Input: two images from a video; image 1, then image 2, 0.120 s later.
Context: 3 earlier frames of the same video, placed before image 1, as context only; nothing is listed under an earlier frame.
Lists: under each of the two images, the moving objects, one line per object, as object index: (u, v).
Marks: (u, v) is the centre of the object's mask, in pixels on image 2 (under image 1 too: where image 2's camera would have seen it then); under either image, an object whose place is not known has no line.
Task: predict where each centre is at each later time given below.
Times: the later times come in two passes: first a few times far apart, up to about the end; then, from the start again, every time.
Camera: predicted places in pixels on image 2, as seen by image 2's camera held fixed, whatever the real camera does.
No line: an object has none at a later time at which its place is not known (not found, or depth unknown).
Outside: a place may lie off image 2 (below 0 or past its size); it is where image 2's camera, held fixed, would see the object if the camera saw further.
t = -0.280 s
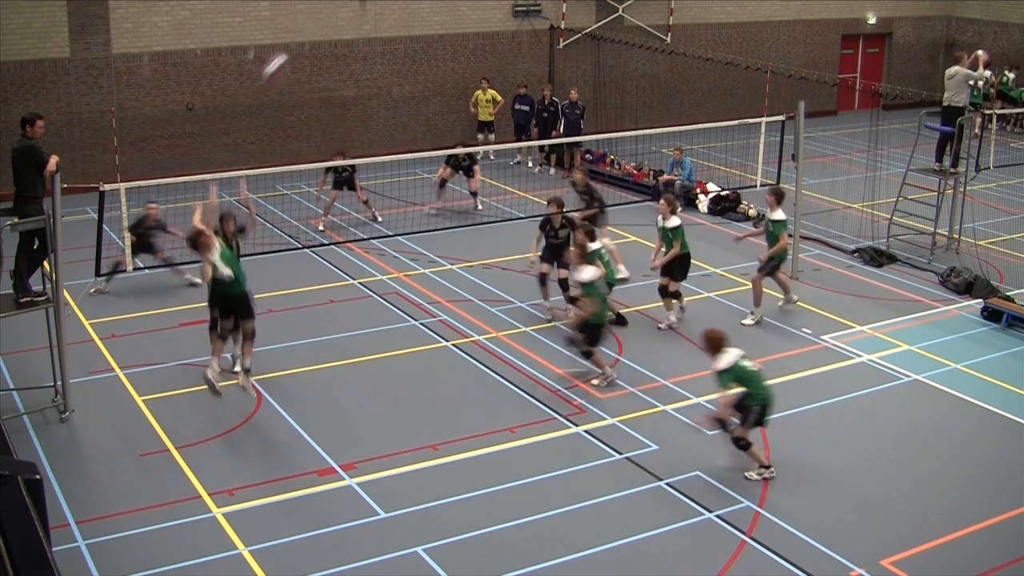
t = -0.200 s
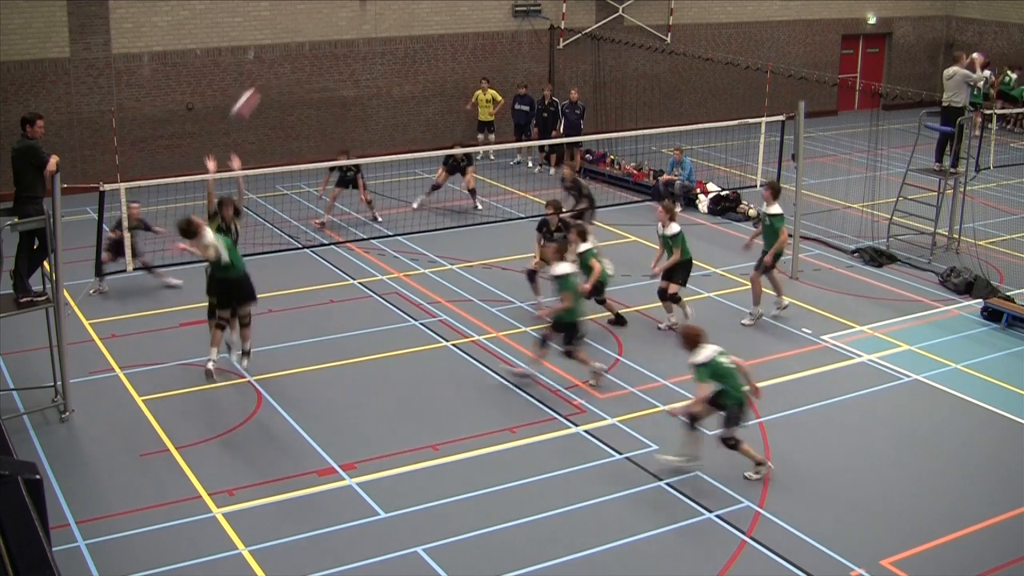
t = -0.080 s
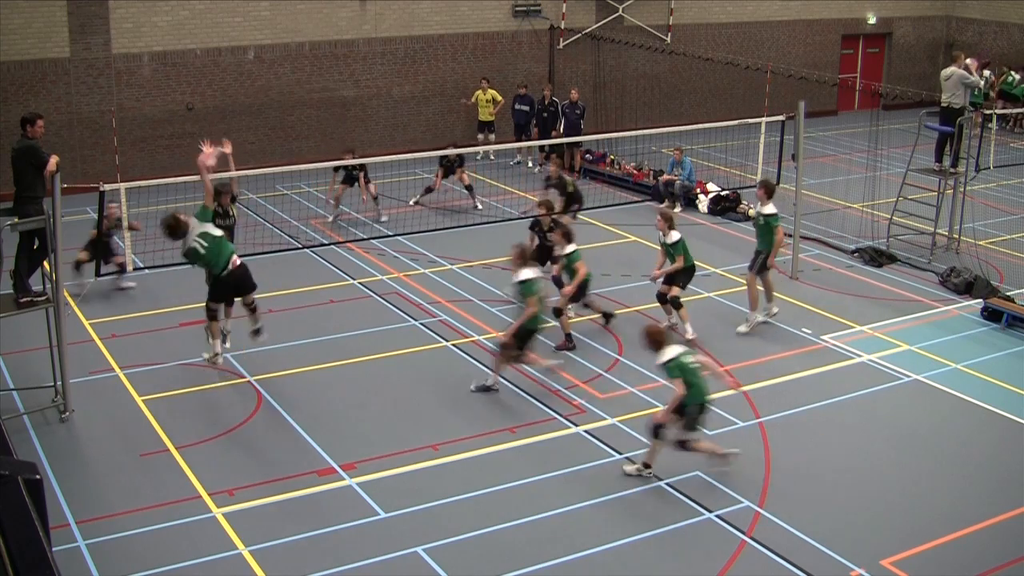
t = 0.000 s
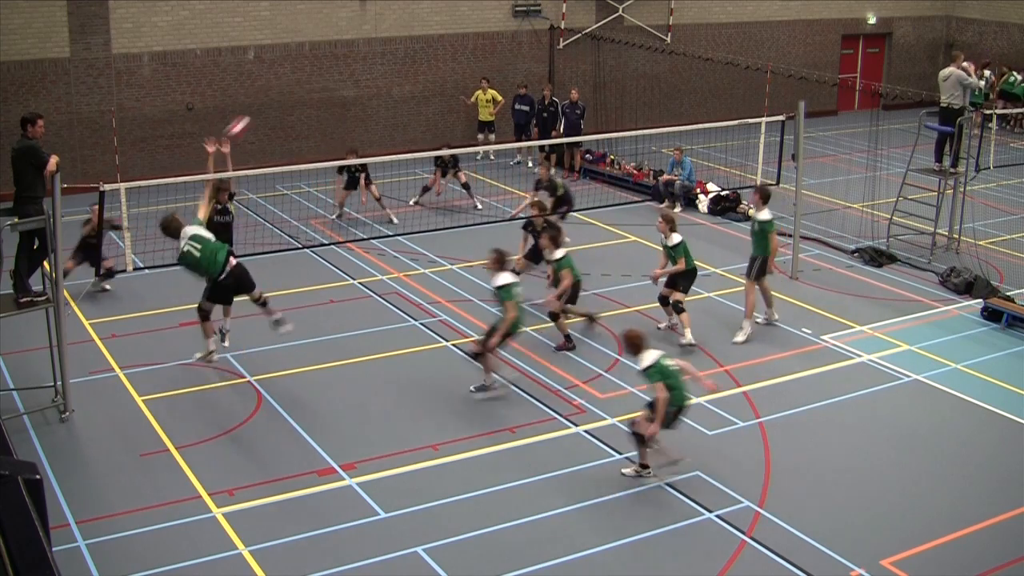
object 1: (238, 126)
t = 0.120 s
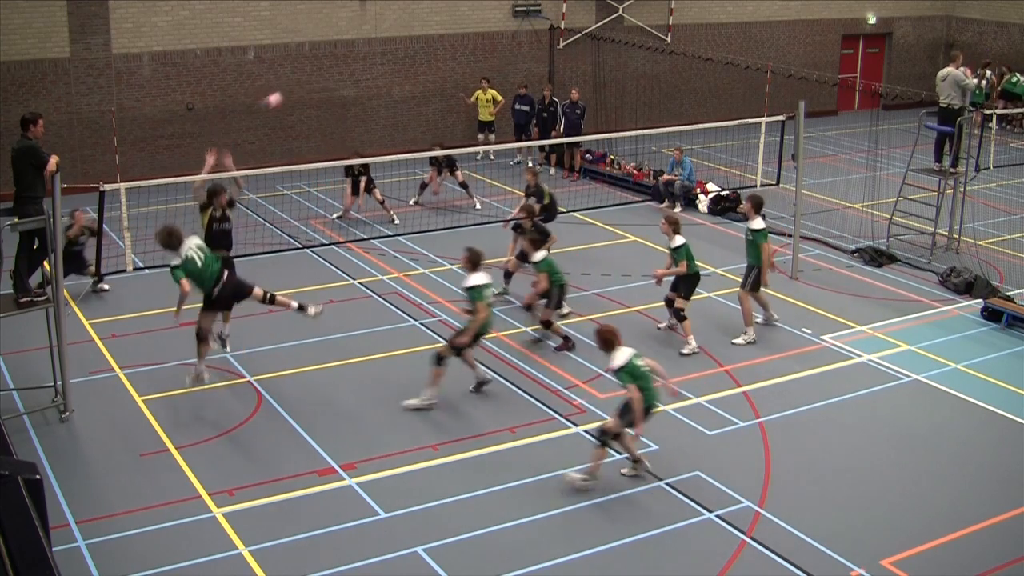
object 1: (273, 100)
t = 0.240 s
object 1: (303, 89)
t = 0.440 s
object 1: (343, 94)
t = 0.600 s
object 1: (372, 113)
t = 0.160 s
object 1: (284, 95)
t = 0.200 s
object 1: (294, 92)
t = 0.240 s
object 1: (303, 89)
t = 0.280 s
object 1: (313, 87)
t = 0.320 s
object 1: (321, 87)
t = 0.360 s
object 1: (329, 88)
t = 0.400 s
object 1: (336, 91)
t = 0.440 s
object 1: (343, 94)
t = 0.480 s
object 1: (350, 98)
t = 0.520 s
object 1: (358, 102)
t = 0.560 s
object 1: (365, 108)
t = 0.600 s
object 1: (372, 113)
